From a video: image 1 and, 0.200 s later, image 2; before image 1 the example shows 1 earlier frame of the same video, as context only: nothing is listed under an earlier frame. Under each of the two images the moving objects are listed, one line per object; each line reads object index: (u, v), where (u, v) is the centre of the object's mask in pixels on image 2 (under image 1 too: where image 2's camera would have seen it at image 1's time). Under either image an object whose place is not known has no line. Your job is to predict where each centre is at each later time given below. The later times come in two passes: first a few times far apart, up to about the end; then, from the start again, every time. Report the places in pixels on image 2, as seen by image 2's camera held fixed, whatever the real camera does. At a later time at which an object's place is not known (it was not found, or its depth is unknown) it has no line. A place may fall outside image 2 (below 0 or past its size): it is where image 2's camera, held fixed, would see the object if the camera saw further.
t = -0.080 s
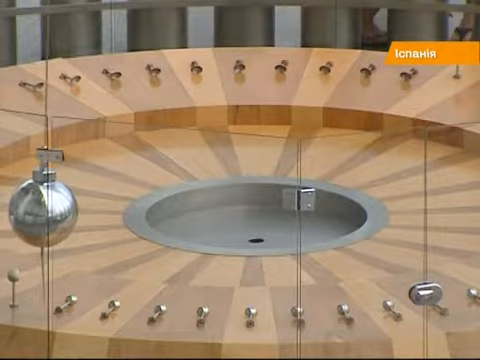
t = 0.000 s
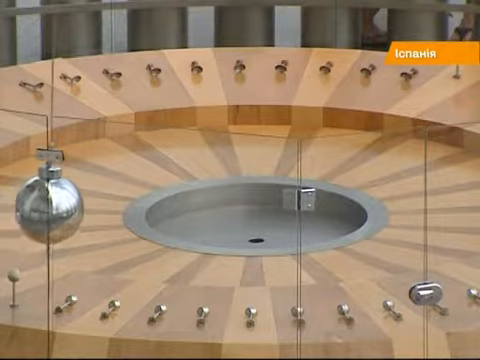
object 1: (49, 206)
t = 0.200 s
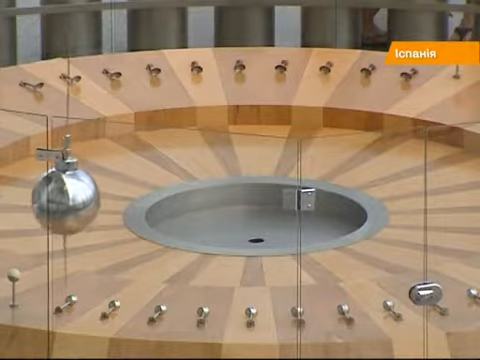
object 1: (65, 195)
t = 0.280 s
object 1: (73, 191)
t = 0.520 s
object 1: (96, 178)
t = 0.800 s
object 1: (128, 162)
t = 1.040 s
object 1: (157, 147)
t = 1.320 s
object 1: (192, 127)
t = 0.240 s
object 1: (69, 193)
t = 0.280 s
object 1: (73, 191)
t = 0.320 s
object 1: (77, 189)
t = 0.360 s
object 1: (81, 187)
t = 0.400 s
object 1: (84, 185)
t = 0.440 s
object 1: (88, 183)
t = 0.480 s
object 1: (92, 181)
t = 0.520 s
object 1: (96, 178)
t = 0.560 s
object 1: (101, 176)
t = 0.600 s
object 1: (105, 174)
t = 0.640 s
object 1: (109, 172)
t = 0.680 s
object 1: (114, 170)
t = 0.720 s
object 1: (118, 167)
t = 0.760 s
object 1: (123, 165)
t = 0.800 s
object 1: (128, 162)
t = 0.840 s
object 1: (133, 160)
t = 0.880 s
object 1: (137, 157)
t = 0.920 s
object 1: (142, 154)
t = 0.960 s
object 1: (147, 152)
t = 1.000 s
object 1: (152, 149)
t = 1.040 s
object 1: (157, 147)
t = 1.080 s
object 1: (162, 144)
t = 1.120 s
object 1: (167, 141)
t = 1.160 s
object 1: (172, 139)
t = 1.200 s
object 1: (177, 136)
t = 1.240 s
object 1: (182, 133)
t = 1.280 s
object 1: (187, 130)
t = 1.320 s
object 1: (192, 127)
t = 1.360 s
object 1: (197, 124)
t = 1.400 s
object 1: (203, 121)
